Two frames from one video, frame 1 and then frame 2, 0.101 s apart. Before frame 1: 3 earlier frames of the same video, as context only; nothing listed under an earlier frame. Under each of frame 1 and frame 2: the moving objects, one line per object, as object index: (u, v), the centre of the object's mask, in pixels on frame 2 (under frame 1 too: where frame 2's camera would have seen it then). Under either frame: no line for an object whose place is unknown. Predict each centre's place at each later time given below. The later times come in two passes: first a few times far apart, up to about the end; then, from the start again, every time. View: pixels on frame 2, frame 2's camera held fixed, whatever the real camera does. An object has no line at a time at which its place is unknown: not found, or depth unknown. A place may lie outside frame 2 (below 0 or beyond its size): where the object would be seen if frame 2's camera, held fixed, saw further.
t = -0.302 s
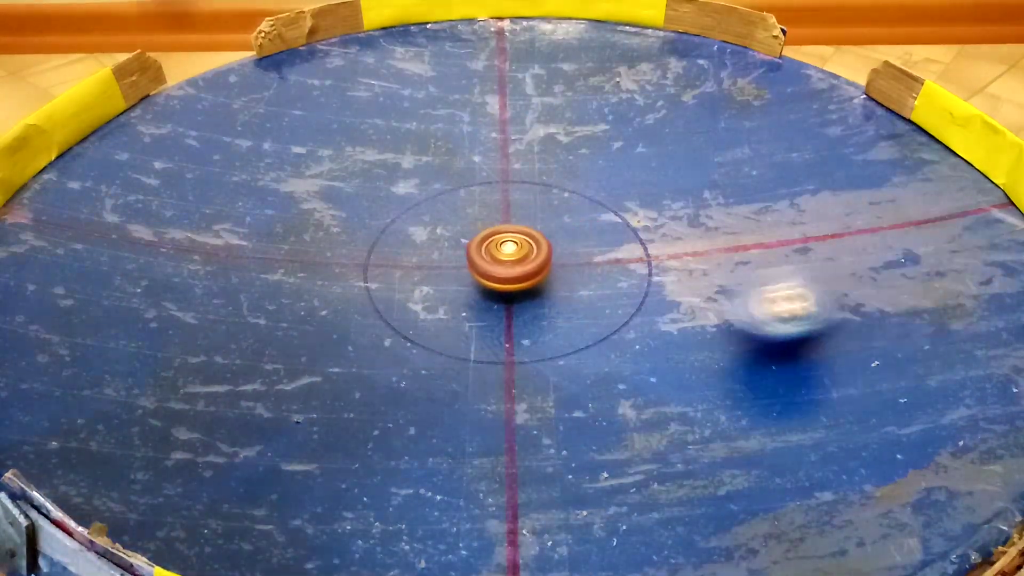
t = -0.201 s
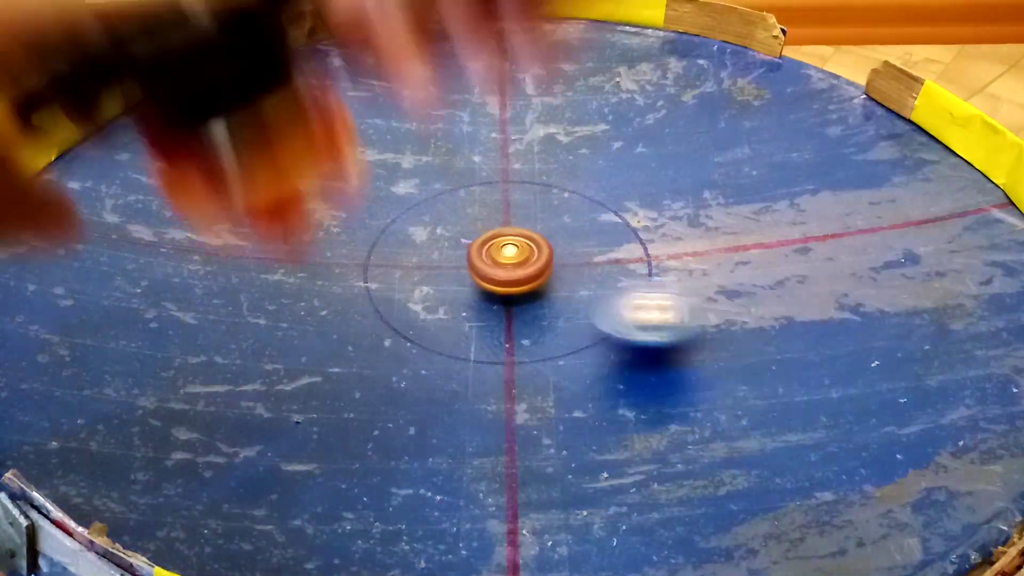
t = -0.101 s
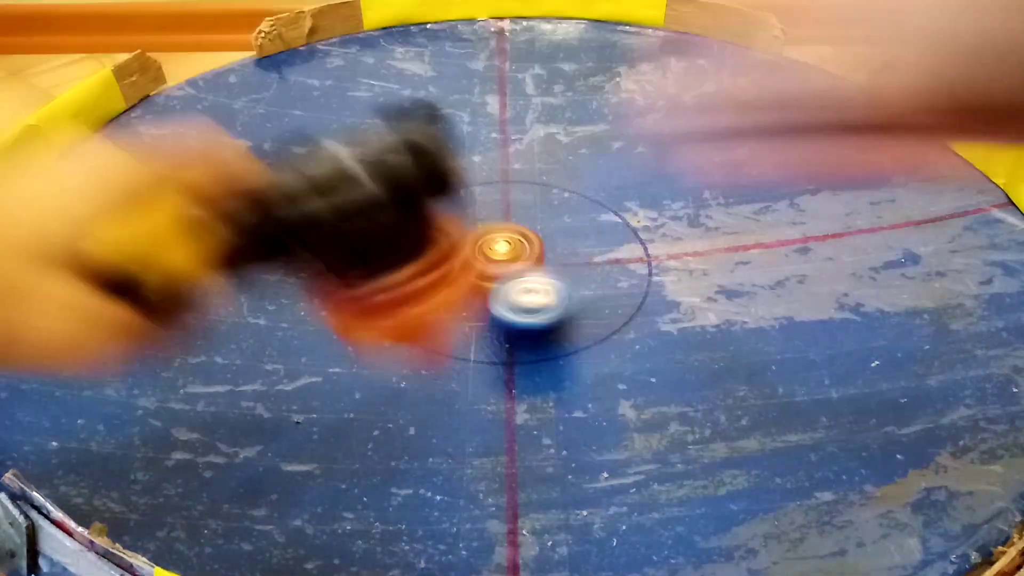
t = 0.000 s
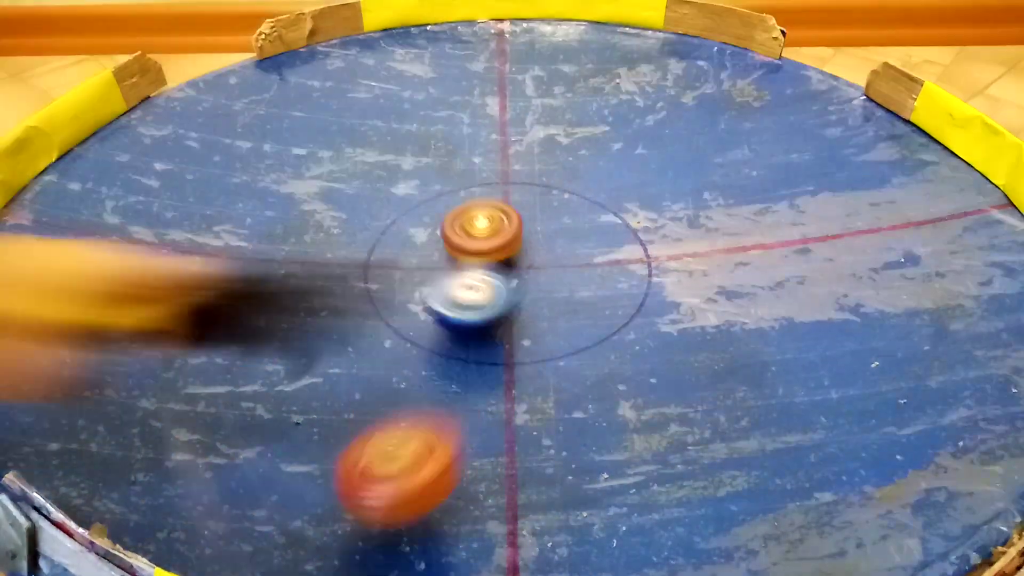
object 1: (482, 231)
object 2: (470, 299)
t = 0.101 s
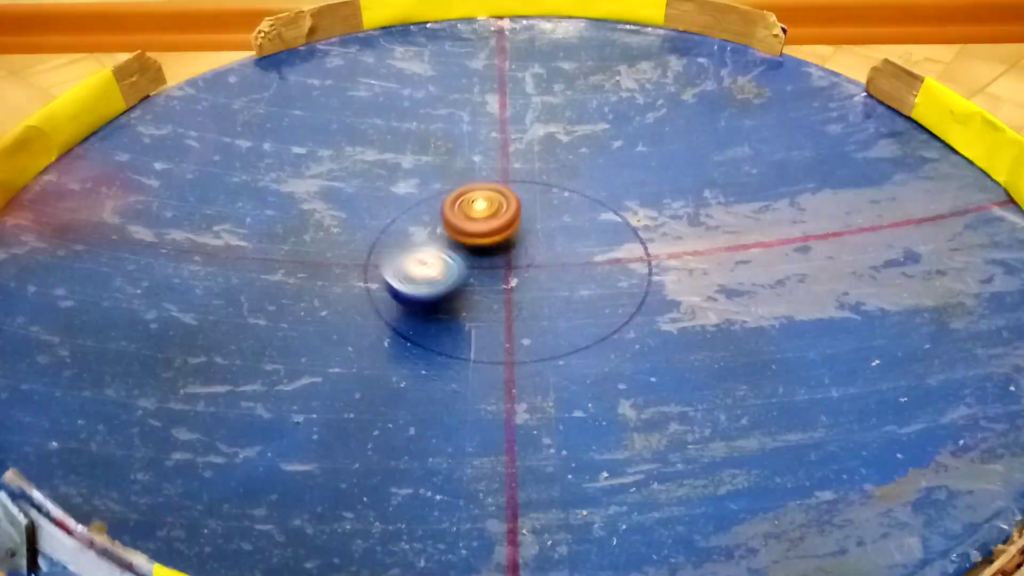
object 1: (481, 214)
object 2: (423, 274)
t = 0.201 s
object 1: (485, 201)
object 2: (397, 239)
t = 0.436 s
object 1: (503, 187)
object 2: (428, 167)
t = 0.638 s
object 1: (529, 190)
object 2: (500, 139)
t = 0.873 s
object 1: (524, 229)
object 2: (590, 156)
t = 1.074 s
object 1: (501, 246)
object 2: (624, 193)
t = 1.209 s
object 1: (478, 247)
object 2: (620, 225)
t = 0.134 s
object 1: (483, 210)
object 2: (412, 263)
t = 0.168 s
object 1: (484, 205)
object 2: (403, 251)
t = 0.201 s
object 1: (485, 201)
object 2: (397, 239)
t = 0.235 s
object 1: (488, 196)
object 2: (394, 229)
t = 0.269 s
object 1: (490, 192)
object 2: (394, 216)
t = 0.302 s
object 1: (492, 190)
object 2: (396, 205)
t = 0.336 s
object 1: (494, 189)
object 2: (402, 194)
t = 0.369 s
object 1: (497, 189)
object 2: (410, 184)
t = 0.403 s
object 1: (501, 188)
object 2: (419, 175)
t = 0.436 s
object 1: (503, 187)
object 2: (428, 167)
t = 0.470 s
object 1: (507, 187)
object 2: (438, 159)
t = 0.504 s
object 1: (512, 187)
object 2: (450, 156)
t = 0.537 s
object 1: (516, 188)
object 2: (461, 151)
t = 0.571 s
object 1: (521, 189)
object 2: (476, 145)
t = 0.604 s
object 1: (525, 190)
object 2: (487, 143)
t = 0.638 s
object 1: (529, 190)
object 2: (500, 139)
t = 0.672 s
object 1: (531, 192)
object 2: (516, 138)
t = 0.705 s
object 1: (532, 197)
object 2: (530, 139)
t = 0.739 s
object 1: (532, 204)
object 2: (544, 141)
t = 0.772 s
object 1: (530, 212)
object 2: (556, 145)
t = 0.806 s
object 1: (529, 218)
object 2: (567, 145)
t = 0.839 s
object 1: (527, 224)
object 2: (579, 150)
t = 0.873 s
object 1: (524, 229)
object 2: (590, 156)
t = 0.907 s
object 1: (520, 234)
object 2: (598, 160)
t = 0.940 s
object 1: (517, 237)
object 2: (606, 167)
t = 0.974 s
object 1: (514, 240)
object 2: (613, 171)
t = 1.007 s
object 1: (510, 242)
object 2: (619, 177)
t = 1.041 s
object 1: (506, 244)
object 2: (623, 184)
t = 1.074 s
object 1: (501, 246)
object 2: (624, 193)
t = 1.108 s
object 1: (494, 247)
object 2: (625, 200)
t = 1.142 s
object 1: (488, 247)
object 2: (626, 209)
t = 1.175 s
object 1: (483, 247)
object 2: (625, 216)
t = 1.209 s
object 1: (478, 247)
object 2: (620, 225)
